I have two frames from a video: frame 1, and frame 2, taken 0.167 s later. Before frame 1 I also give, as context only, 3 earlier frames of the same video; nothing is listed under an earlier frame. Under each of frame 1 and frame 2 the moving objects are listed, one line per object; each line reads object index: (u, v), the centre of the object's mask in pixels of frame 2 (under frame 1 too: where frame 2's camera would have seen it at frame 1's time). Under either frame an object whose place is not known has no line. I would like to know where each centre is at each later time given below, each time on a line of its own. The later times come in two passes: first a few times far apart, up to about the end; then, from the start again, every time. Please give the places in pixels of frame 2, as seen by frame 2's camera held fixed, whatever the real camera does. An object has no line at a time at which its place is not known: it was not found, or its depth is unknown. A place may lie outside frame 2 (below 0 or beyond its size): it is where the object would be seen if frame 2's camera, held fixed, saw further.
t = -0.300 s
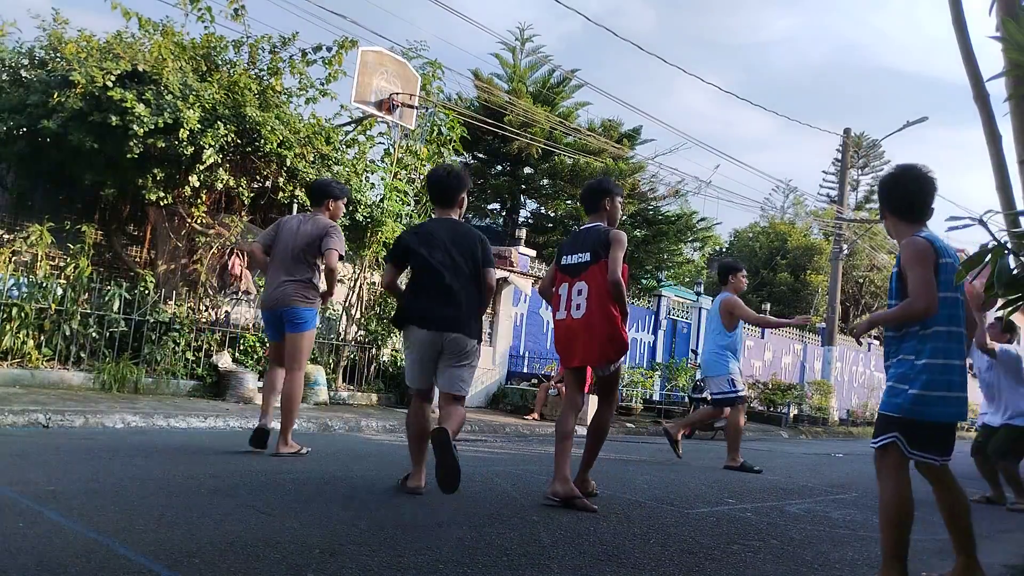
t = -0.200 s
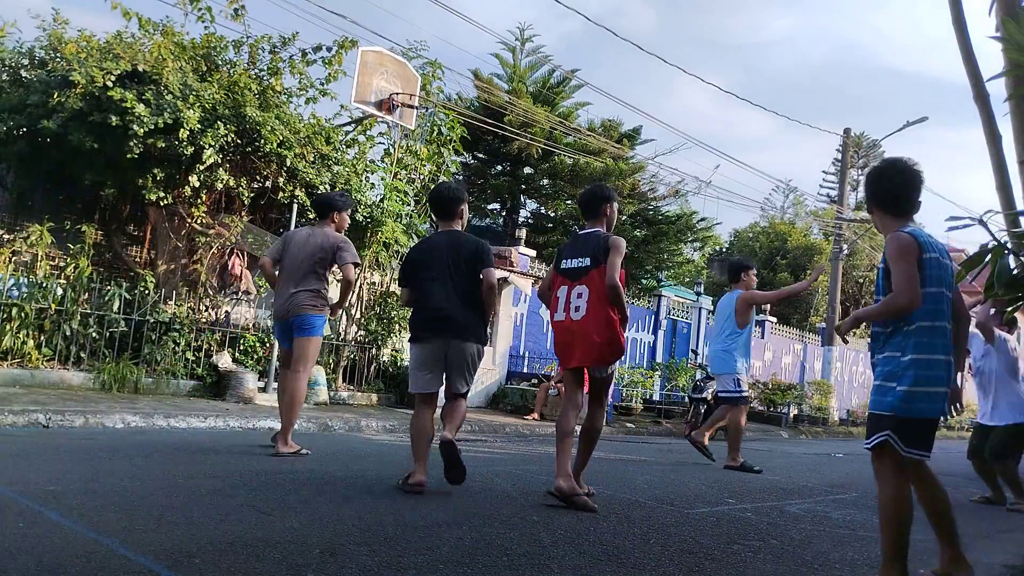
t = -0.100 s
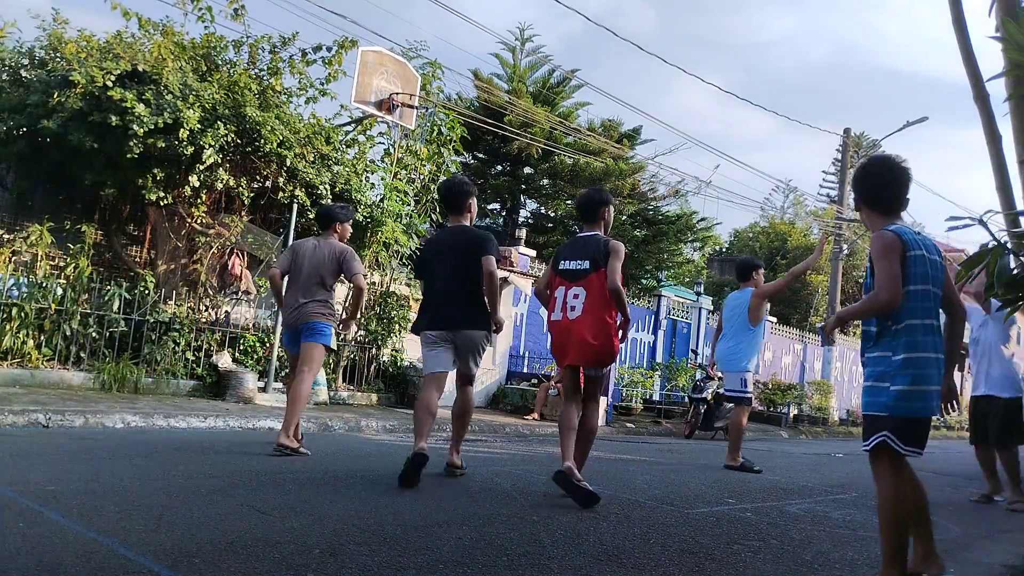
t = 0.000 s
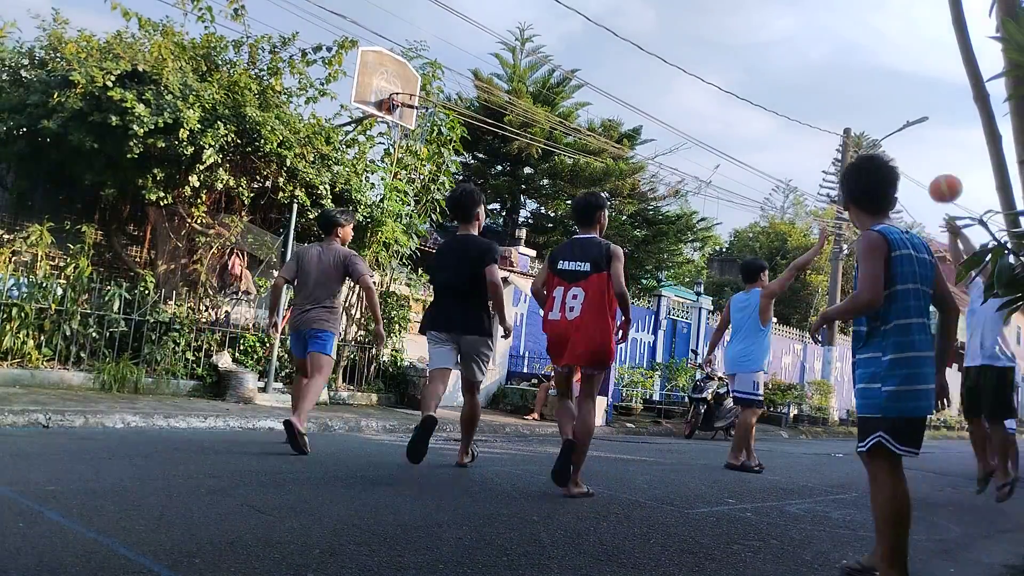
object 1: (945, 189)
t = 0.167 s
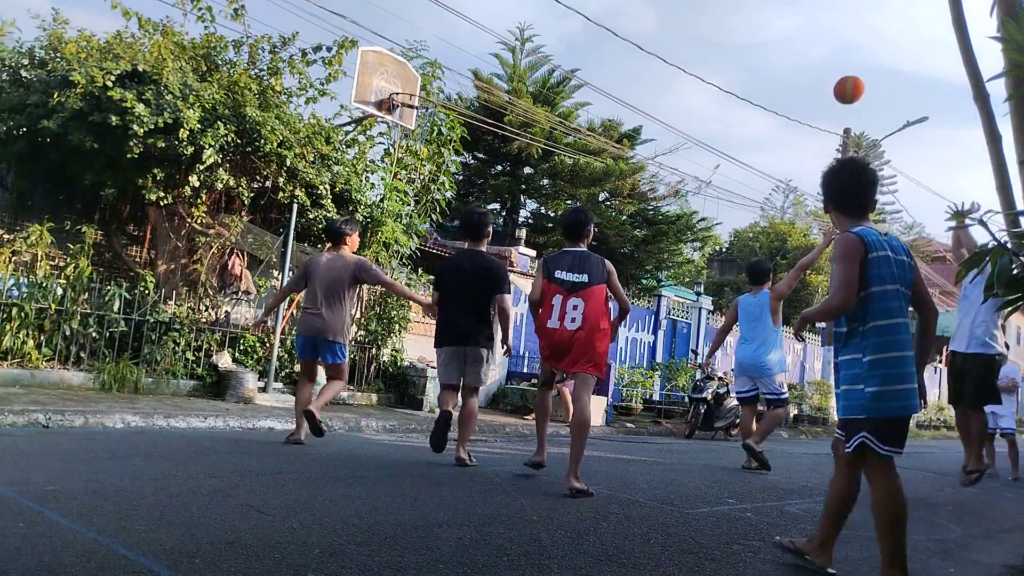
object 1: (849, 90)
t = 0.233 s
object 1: (812, 61)
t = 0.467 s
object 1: (688, 8)
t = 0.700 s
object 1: (570, 10)
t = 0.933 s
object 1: (455, 65)
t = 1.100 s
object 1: (394, 131)
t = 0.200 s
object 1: (830, 75)
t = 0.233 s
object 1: (812, 61)
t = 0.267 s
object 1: (793, 49)
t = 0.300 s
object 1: (775, 38)
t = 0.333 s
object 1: (758, 29)
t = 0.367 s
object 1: (740, 21)
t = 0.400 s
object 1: (722, 14)
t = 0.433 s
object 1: (705, 10)
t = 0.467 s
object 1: (688, 8)
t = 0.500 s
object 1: (670, 7)
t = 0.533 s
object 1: (653, 6)
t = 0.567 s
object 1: (637, 5)
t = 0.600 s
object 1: (619, 6)
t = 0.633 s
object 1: (603, 6)
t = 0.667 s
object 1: (586, 8)
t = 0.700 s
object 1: (570, 10)
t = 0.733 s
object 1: (554, 13)
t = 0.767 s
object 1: (537, 19)
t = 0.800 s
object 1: (521, 26)
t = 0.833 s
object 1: (504, 34)
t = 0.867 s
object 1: (488, 43)
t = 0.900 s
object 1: (471, 54)
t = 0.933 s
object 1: (455, 65)
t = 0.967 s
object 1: (439, 78)
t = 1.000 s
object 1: (423, 90)
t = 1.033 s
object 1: (406, 106)
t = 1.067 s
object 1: (399, 117)
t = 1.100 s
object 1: (394, 131)
